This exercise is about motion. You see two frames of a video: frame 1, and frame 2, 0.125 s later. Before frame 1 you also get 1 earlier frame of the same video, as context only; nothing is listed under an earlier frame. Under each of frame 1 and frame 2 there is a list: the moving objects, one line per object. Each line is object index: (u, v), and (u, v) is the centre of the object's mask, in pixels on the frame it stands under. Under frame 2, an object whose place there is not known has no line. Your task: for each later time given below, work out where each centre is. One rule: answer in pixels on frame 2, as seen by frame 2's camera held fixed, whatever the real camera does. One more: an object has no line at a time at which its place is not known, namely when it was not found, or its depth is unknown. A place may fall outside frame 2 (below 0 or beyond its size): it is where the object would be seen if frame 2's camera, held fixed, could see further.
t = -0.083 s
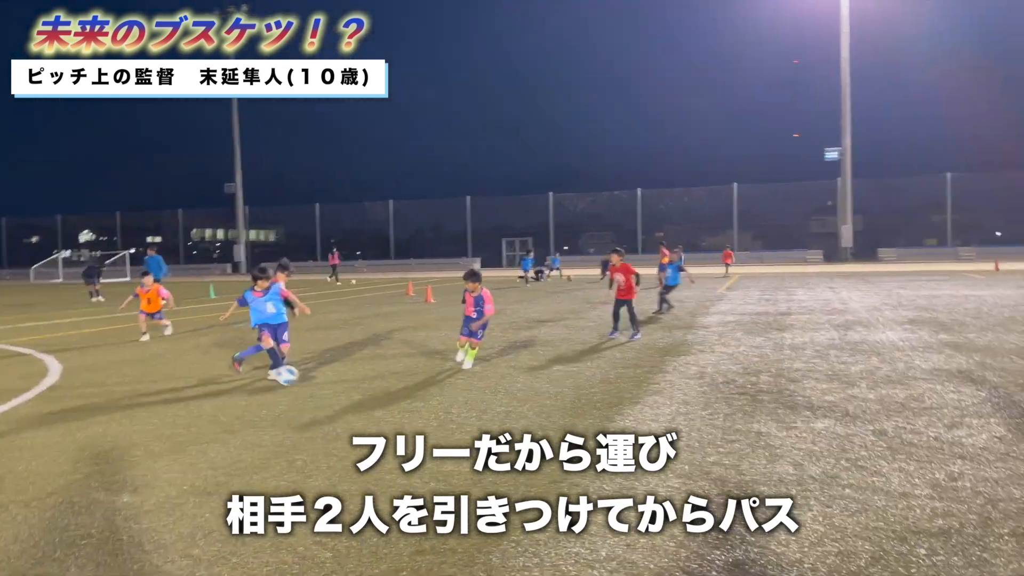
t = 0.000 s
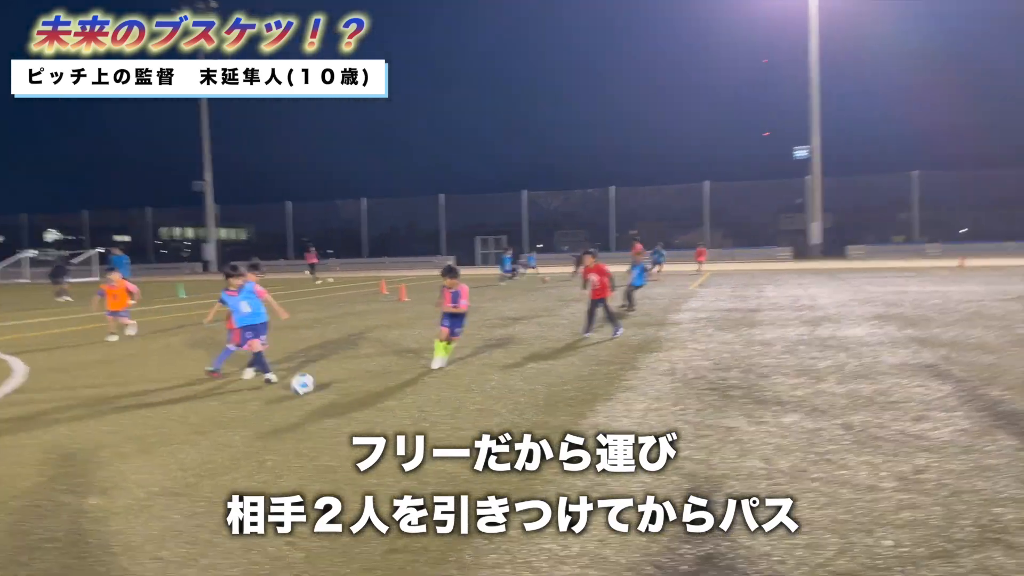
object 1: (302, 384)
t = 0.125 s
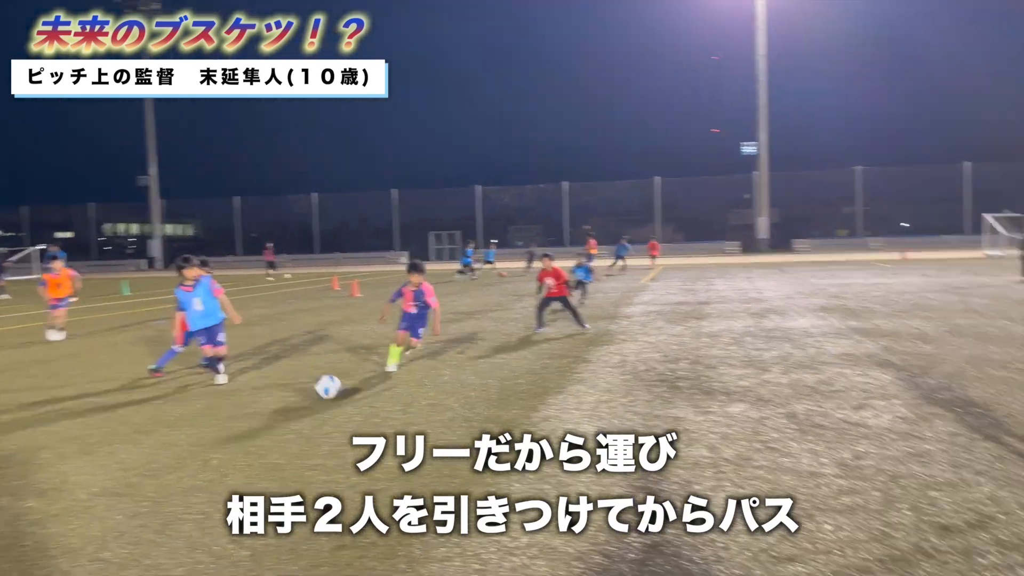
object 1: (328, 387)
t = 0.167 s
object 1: (350, 391)
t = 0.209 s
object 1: (384, 400)
